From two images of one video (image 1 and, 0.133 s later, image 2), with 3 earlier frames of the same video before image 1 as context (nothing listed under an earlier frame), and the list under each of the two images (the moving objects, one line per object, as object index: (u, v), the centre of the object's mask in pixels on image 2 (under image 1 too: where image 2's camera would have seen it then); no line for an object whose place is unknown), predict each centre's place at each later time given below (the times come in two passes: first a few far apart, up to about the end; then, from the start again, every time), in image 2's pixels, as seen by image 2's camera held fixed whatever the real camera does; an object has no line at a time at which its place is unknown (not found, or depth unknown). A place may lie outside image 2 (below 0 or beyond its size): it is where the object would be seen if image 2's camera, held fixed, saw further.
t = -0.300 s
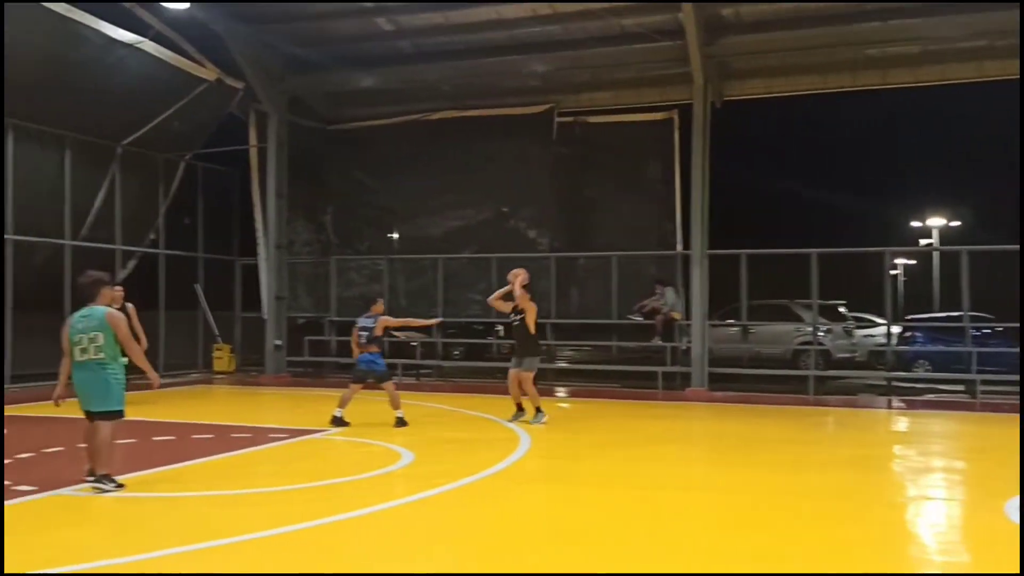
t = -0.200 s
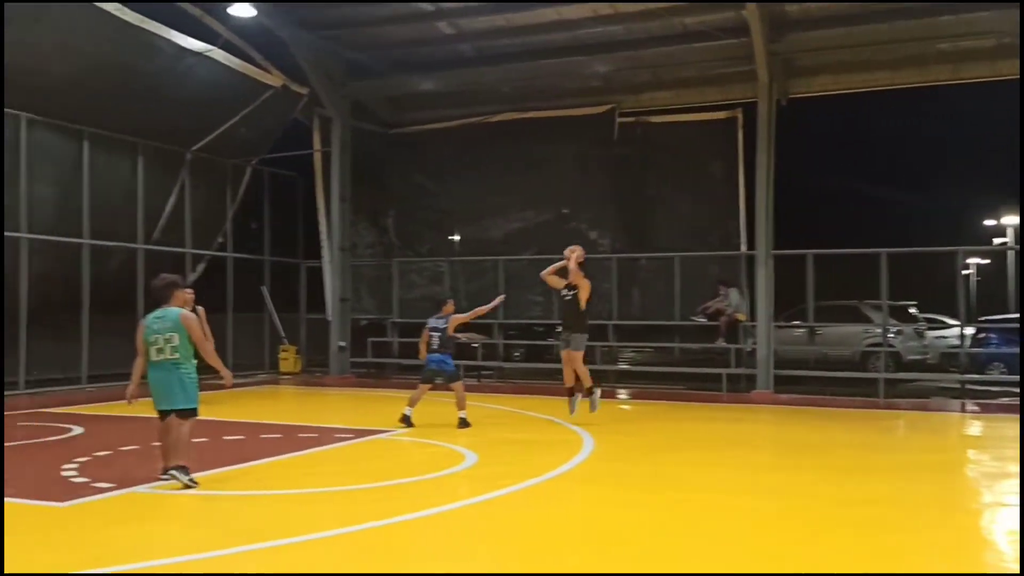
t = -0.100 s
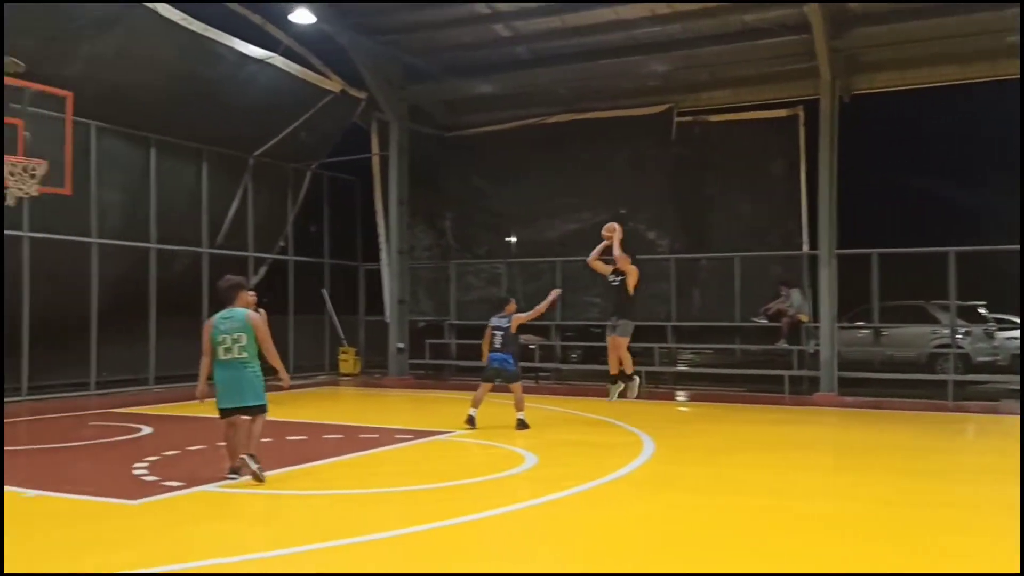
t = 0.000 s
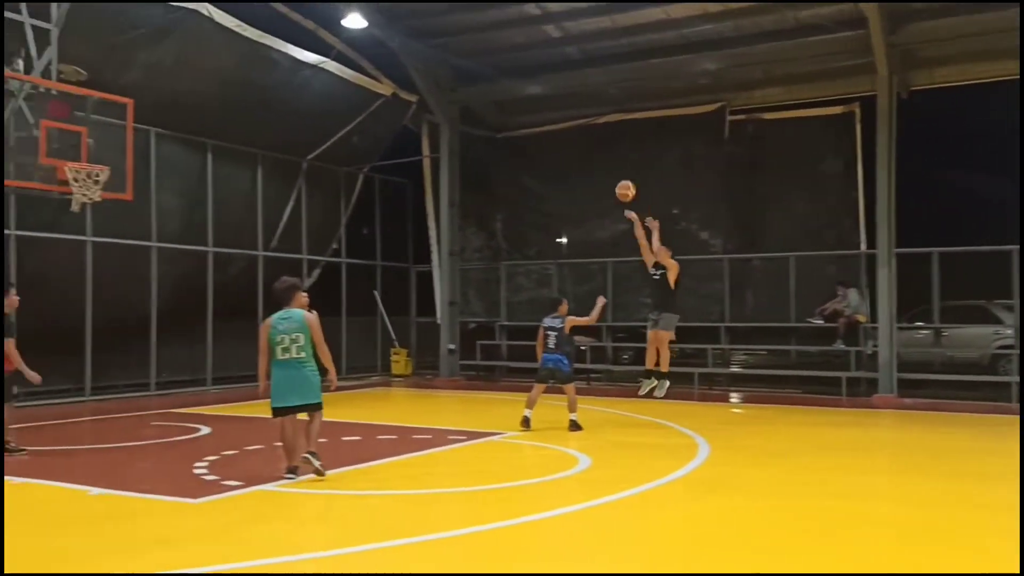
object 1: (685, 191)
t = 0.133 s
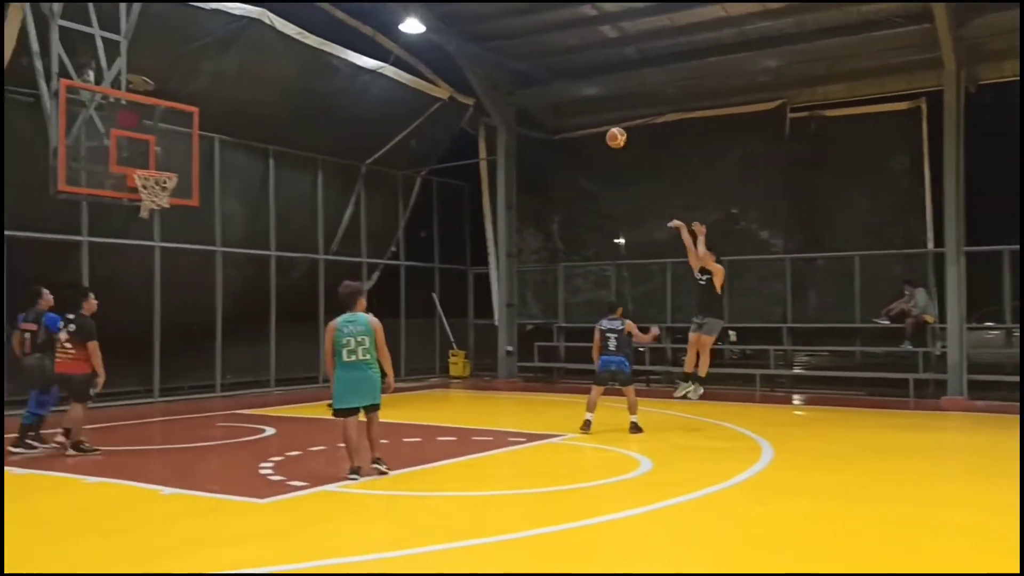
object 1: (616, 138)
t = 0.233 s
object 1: (565, 107)
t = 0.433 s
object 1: (466, 70)
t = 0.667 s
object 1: (350, 69)
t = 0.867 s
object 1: (250, 101)
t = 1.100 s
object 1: (150, 169)
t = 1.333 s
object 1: (171, 188)
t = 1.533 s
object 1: (152, 211)
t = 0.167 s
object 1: (599, 126)
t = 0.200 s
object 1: (582, 116)
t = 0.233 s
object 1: (565, 107)
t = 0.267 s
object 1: (549, 99)
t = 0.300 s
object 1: (532, 91)
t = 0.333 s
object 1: (515, 85)
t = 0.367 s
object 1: (499, 79)
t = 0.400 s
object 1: (482, 74)
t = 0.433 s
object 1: (466, 70)
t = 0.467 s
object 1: (449, 67)
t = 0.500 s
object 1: (433, 65)
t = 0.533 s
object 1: (416, 64)
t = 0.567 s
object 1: (400, 64)
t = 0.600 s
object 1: (383, 65)
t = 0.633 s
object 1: (368, 67)
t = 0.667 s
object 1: (350, 69)
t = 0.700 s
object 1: (333, 72)
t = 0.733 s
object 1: (316, 76)
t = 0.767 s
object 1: (299, 80)
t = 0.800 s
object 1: (283, 87)
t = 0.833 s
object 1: (266, 93)
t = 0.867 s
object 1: (250, 101)
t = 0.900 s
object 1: (234, 110)
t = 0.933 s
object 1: (217, 119)
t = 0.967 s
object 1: (200, 129)
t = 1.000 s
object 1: (183, 141)
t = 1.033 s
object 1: (166, 153)
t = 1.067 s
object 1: (149, 163)
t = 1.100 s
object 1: (150, 169)
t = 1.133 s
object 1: (164, 179)
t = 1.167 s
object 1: (170, 185)
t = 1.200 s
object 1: (171, 187)
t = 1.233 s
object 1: (171, 188)
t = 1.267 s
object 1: (172, 188)
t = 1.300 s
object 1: (173, 192)
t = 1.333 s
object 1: (171, 188)
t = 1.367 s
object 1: (172, 188)
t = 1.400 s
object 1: (167, 196)
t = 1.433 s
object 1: (164, 207)
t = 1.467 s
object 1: (159, 207)
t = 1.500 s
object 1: (156, 208)
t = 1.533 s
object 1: (152, 211)
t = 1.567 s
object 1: (148, 216)
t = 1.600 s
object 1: (144, 221)
